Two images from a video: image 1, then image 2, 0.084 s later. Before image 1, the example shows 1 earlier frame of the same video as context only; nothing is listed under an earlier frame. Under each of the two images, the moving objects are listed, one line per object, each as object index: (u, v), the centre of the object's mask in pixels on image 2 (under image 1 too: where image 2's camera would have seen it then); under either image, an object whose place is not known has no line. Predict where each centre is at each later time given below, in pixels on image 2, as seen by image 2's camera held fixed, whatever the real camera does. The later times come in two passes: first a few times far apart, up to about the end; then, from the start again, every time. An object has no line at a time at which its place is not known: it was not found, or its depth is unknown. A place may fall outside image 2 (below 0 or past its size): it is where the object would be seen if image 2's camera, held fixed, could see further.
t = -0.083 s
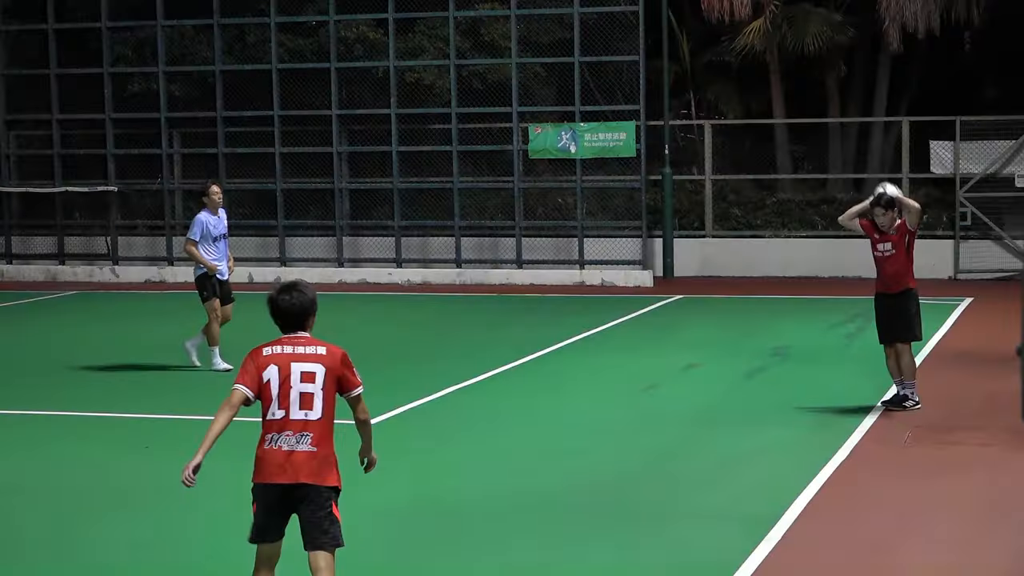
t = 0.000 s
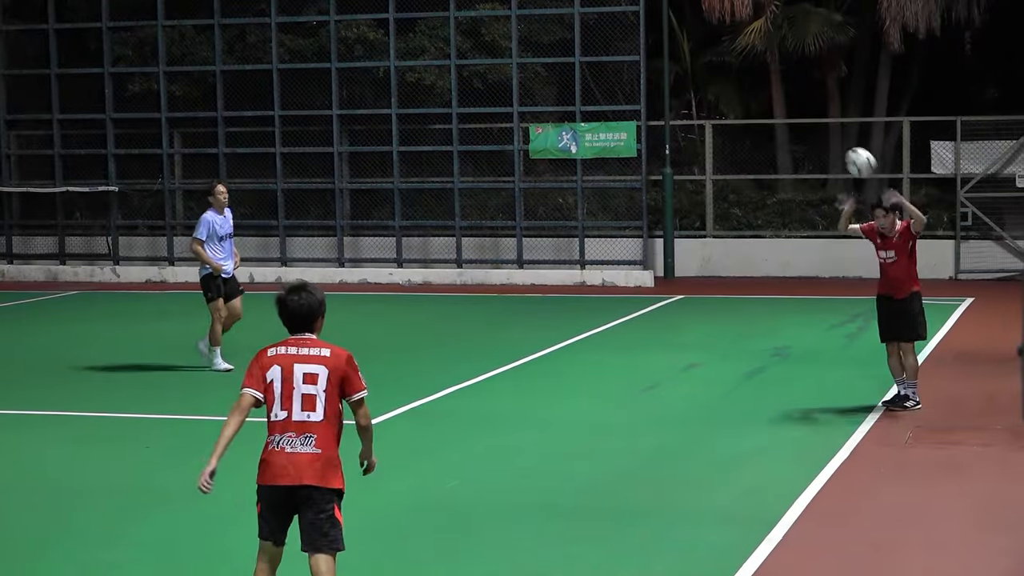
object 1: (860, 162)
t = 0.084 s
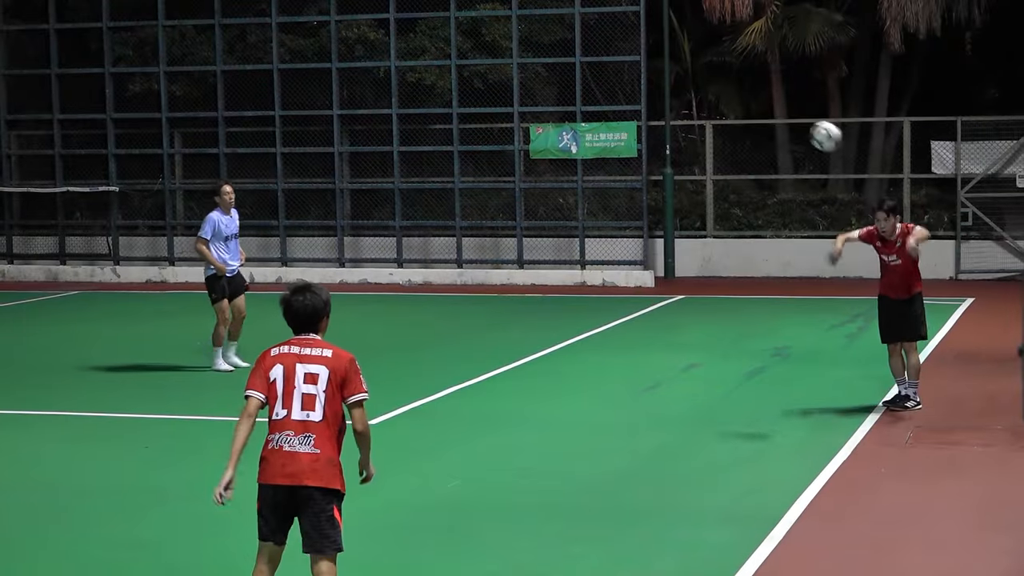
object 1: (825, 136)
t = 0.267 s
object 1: (744, 106)
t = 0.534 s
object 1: (606, 149)
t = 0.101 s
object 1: (818, 132)
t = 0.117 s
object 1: (811, 128)
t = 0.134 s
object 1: (804, 124)
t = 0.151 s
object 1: (796, 120)
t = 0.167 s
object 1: (789, 118)
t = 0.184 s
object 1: (781, 115)
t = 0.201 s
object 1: (774, 112)
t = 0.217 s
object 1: (768, 110)
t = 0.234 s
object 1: (759, 108)
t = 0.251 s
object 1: (752, 107)
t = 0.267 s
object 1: (744, 106)
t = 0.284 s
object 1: (736, 105)
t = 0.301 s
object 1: (728, 104)
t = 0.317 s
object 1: (720, 105)
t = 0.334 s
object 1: (712, 105)
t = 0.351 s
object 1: (703, 106)
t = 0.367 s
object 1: (695, 107)
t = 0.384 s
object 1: (686, 109)
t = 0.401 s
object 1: (677, 111)
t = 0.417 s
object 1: (669, 114)
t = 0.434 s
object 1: (660, 118)
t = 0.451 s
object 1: (651, 122)
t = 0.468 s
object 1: (643, 125)
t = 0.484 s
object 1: (635, 130)
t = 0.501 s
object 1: (626, 134)
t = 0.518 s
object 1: (615, 142)
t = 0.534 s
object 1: (606, 149)
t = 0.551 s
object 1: (595, 156)
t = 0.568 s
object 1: (586, 162)
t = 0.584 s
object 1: (576, 171)
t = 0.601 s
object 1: (565, 180)
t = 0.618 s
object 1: (556, 189)
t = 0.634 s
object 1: (546, 199)
